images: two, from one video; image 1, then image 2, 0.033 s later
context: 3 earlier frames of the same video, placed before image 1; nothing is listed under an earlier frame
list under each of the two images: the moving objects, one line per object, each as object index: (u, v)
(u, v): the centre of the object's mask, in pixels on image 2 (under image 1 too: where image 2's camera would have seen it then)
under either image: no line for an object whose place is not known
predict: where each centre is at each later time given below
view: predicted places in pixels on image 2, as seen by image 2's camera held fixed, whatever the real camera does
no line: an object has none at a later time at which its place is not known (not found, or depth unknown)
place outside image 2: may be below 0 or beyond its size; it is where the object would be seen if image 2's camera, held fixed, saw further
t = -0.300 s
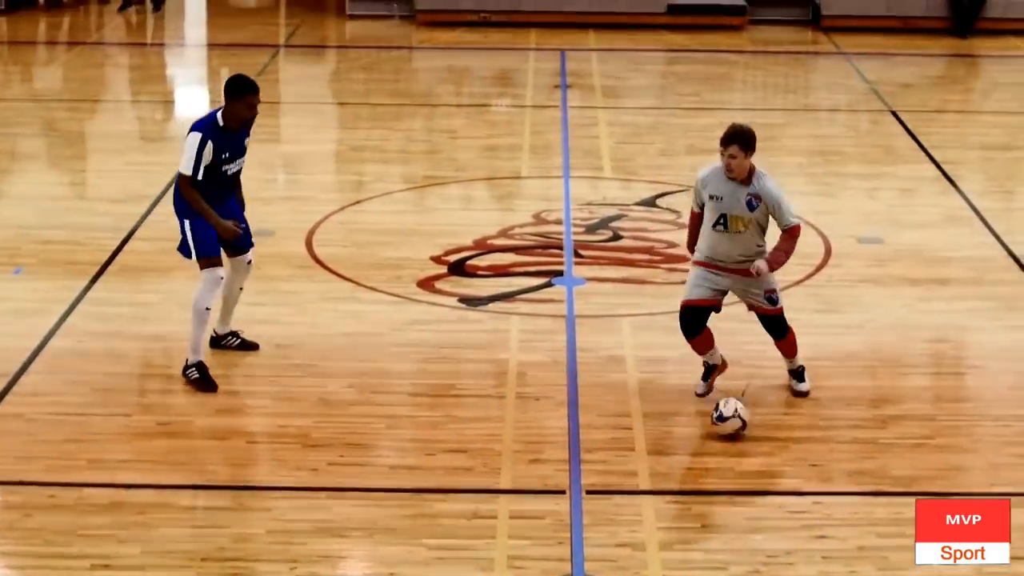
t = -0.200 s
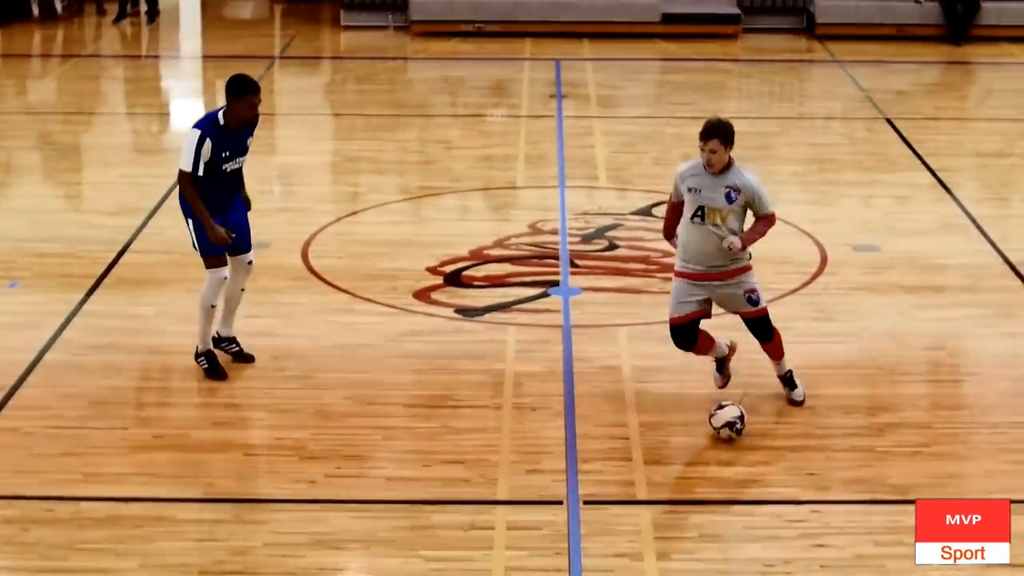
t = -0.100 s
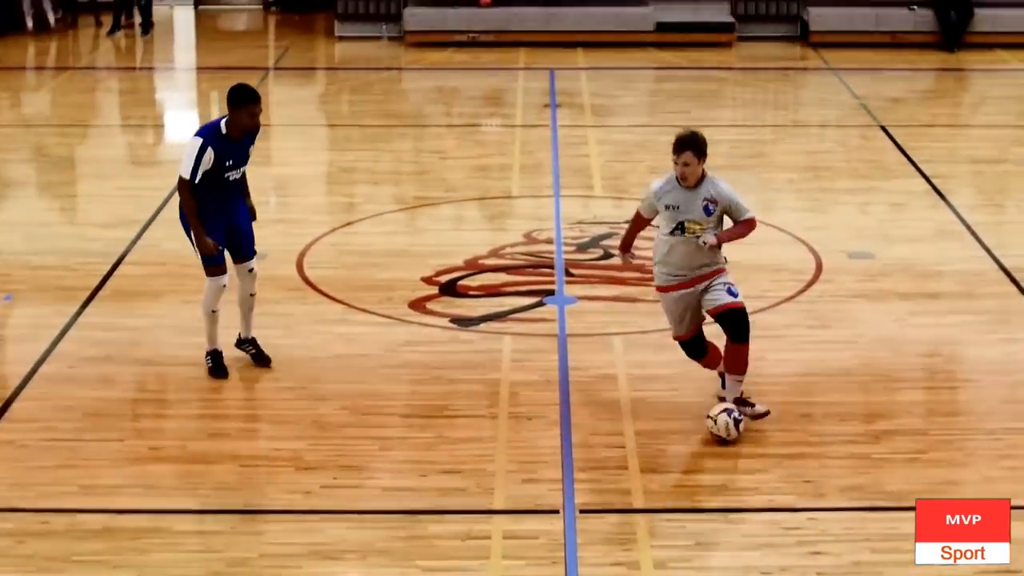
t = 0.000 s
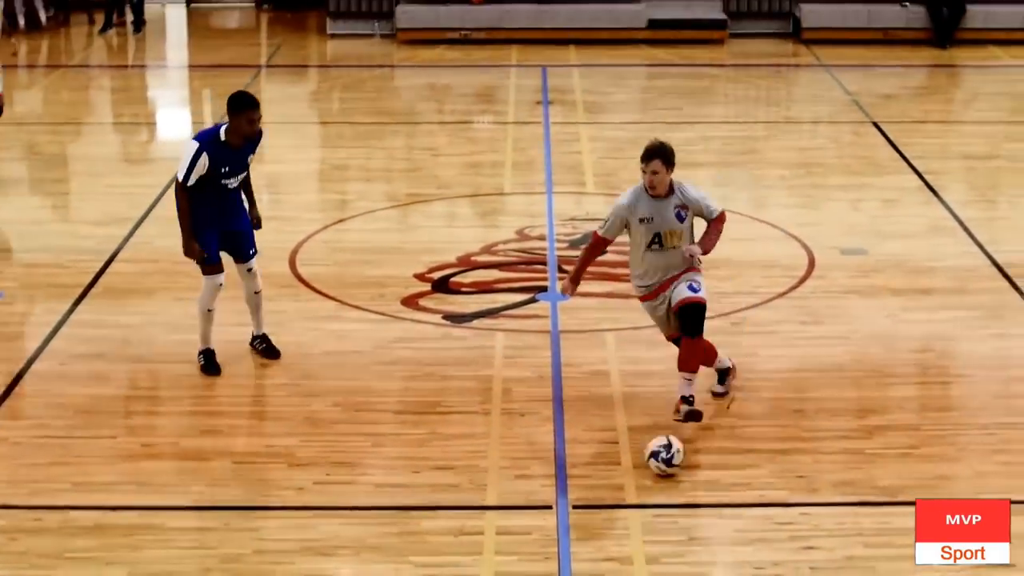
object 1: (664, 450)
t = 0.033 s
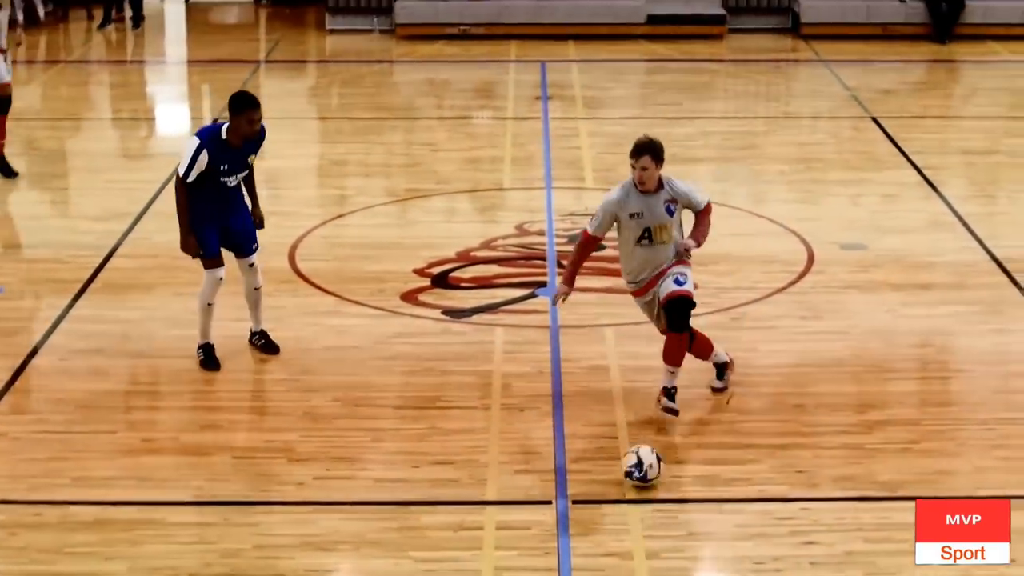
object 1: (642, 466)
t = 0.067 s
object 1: (619, 482)
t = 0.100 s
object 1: (595, 499)
